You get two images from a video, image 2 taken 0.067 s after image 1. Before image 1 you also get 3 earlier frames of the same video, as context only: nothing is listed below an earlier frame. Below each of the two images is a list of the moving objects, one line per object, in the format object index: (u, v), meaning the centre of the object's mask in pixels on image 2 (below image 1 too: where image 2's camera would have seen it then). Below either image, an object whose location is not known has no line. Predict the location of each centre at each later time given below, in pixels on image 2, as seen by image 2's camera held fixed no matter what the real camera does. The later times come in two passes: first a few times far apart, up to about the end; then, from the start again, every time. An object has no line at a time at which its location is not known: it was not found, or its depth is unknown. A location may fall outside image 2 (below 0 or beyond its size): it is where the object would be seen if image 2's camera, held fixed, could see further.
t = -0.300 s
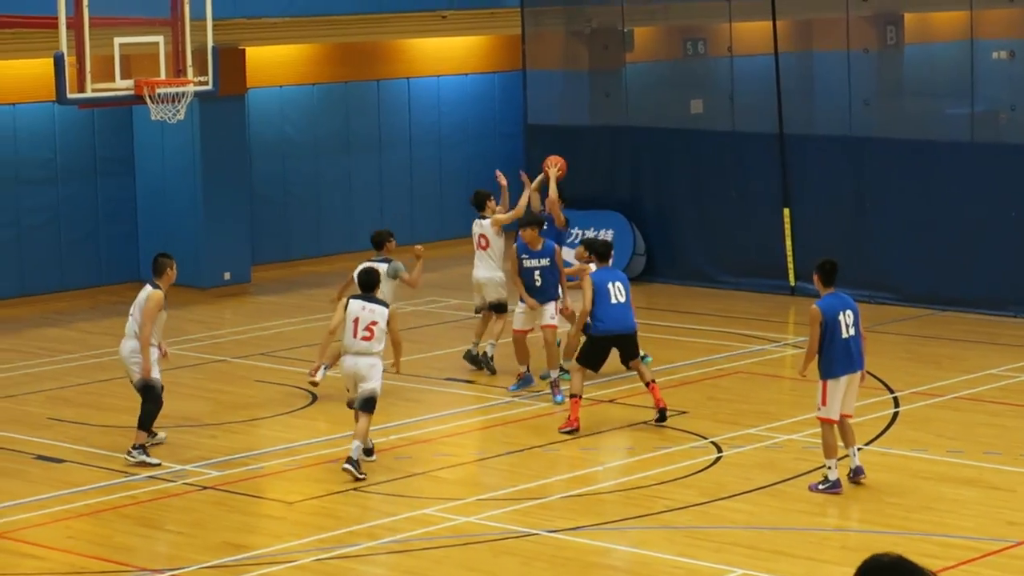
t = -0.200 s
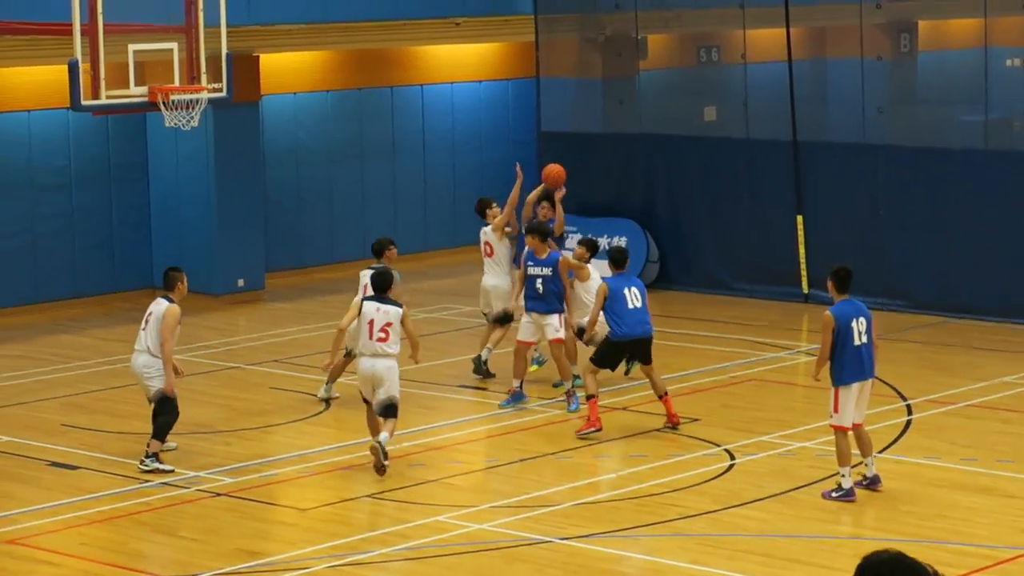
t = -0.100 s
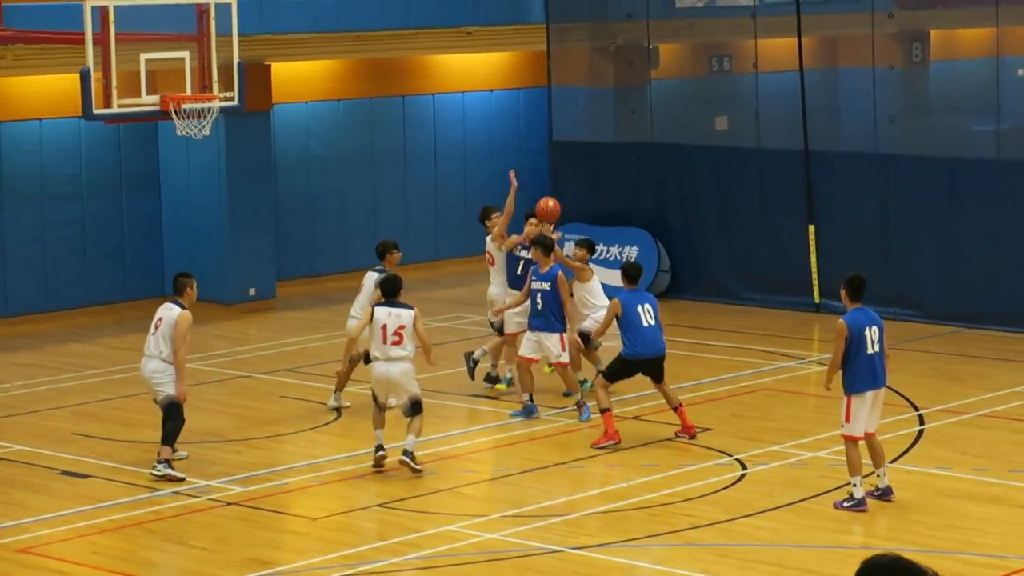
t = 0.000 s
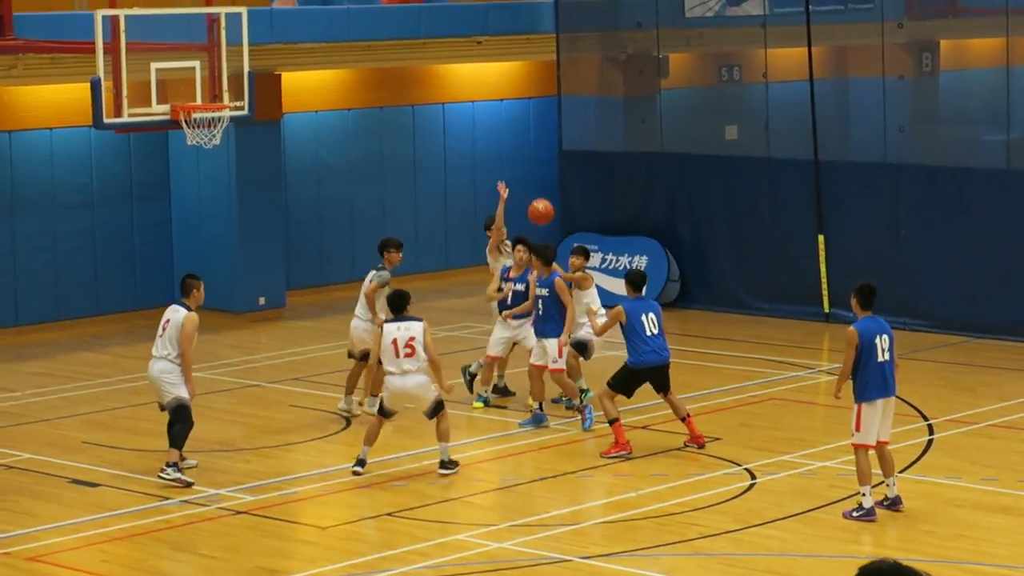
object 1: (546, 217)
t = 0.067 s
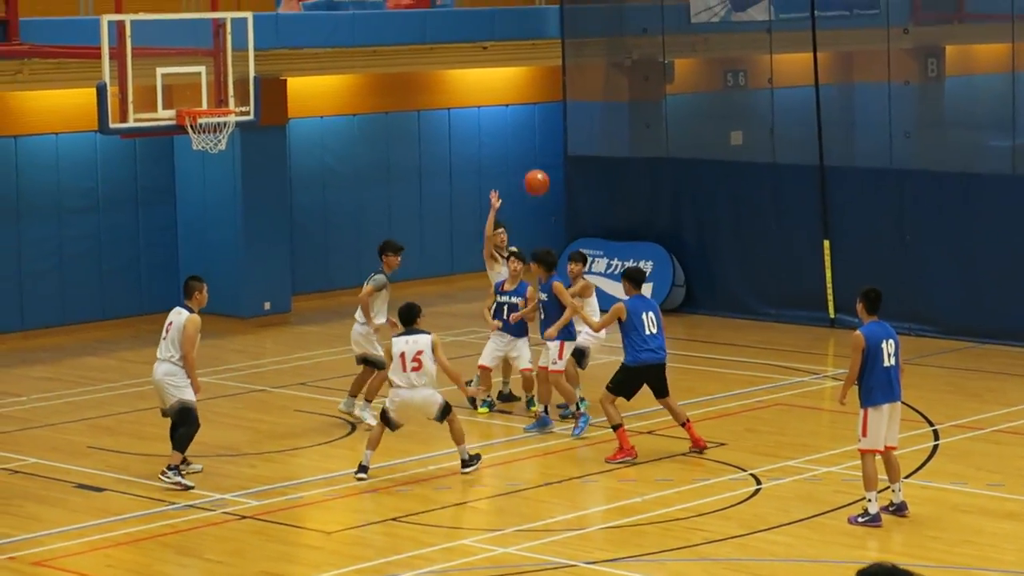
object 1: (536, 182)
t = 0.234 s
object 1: (513, 117)
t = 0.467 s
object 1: (480, 74)
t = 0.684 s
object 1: (451, 85)
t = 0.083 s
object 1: (534, 175)
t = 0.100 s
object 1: (532, 167)
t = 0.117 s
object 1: (529, 159)
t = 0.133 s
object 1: (527, 153)
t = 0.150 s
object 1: (524, 146)
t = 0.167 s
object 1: (522, 140)
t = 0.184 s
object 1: (520, 133)
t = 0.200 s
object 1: (517, 128)
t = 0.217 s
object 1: (515, 122)
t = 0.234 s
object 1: (513, 117)
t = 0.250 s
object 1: (510, 112)
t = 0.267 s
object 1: (508, 107)
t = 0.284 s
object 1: (505, 103)
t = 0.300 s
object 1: (503, 98)
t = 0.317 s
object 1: (500, 95)
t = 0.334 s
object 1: (498, 92)
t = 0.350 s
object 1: (496, 88)
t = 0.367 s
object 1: (494, 86)
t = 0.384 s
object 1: (491, 83)
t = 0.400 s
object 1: (489, 81)
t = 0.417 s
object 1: (487, 78)
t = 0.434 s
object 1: (485, 77)
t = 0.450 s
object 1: (482, 75)
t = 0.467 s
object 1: (480, 74)
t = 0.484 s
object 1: (478, 73)
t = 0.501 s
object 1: (475, 73)
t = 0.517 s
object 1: (473, 72)
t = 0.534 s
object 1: (471, 72)
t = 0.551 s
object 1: (469, 73)
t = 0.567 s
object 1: (467, 73)
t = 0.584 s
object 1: (464, 74)
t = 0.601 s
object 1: (462, 75)
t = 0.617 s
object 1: (460, 76)
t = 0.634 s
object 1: (458, 78)
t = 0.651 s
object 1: (456, 80)
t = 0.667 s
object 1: (454, 82)
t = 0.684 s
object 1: (451, 85)
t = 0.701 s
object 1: (449, 88)
